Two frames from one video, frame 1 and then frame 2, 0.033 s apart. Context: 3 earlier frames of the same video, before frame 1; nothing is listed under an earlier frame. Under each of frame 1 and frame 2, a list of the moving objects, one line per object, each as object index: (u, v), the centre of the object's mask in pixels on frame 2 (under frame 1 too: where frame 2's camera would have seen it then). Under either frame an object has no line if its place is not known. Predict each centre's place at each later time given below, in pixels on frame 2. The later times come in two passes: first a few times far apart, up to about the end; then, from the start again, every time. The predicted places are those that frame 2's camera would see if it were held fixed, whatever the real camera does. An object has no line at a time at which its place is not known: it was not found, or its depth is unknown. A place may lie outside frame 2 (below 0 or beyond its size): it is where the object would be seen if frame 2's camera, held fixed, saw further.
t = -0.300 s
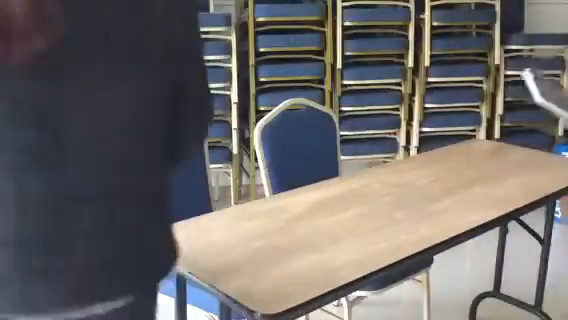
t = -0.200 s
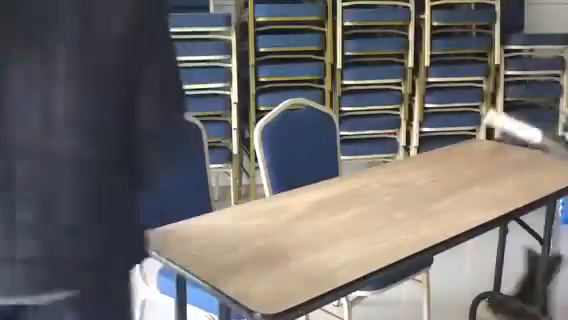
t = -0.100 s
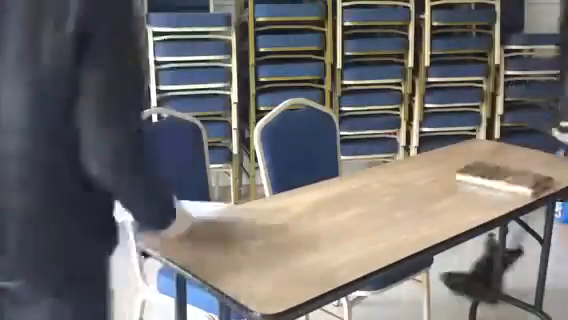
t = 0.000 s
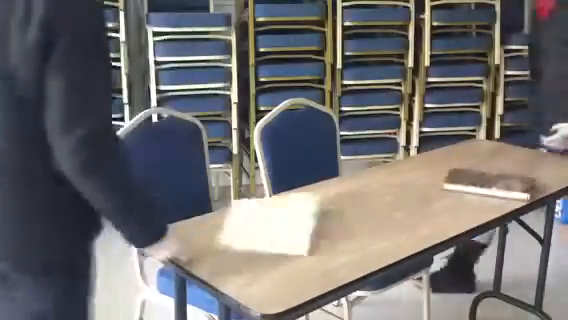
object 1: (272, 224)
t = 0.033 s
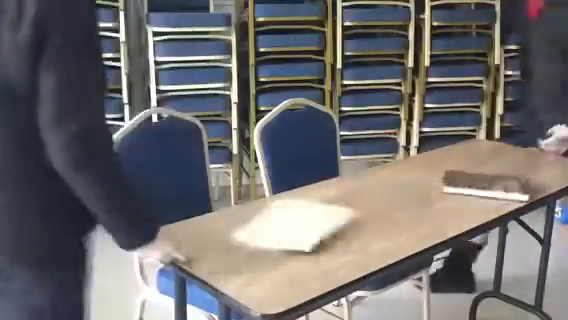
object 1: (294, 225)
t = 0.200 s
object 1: (417, 225)
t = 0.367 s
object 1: (490, 234)
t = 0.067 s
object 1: (317, 225)
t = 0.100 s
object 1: (343, 225)
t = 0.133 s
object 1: (369, 225)
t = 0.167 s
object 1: (395, 225)
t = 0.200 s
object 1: (417, 225)
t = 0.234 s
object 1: (437, 225)
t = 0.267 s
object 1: (458, 224)
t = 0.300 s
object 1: (470, 224)
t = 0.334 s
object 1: (482, 229)
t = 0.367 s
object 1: (490, 234)
